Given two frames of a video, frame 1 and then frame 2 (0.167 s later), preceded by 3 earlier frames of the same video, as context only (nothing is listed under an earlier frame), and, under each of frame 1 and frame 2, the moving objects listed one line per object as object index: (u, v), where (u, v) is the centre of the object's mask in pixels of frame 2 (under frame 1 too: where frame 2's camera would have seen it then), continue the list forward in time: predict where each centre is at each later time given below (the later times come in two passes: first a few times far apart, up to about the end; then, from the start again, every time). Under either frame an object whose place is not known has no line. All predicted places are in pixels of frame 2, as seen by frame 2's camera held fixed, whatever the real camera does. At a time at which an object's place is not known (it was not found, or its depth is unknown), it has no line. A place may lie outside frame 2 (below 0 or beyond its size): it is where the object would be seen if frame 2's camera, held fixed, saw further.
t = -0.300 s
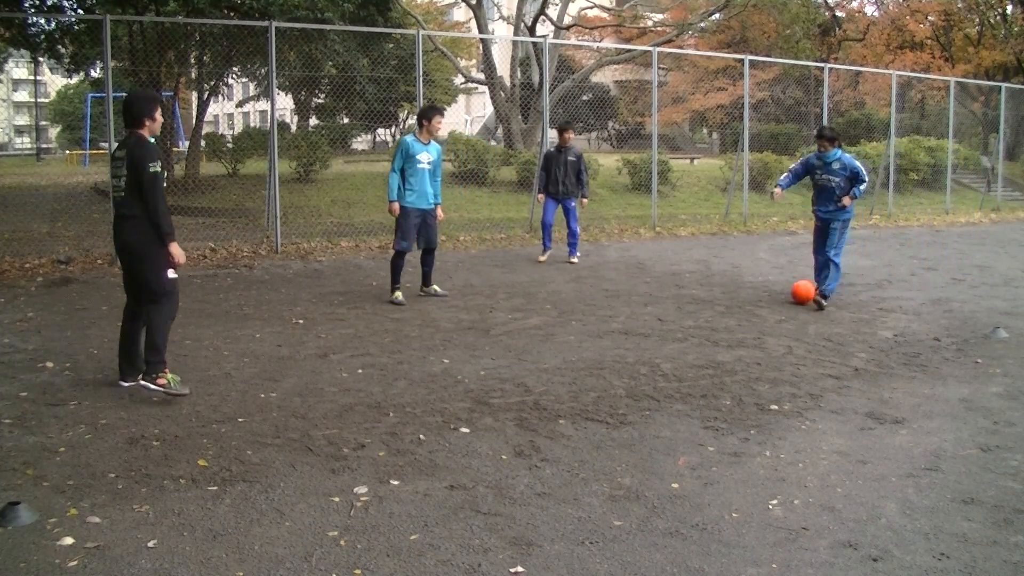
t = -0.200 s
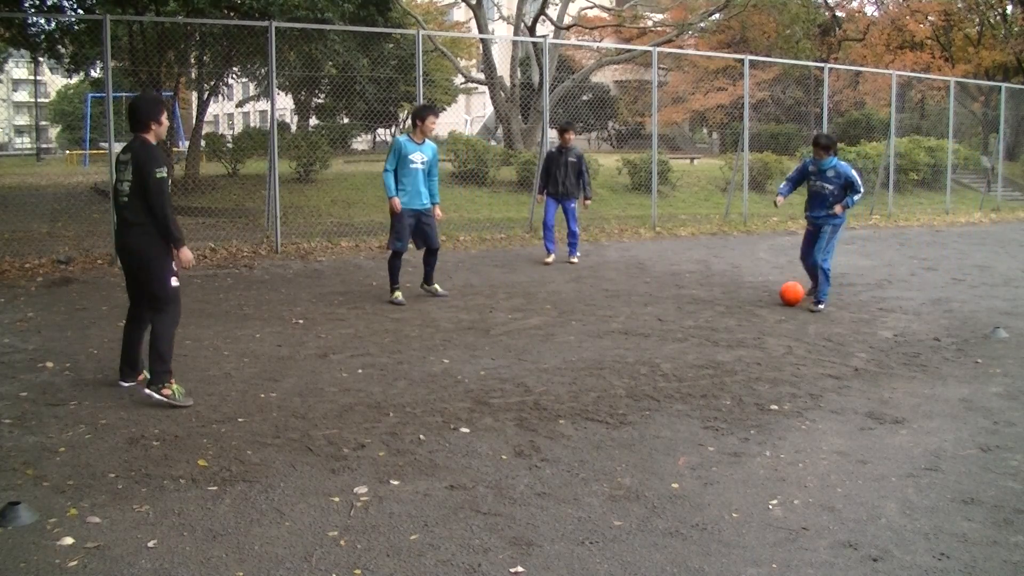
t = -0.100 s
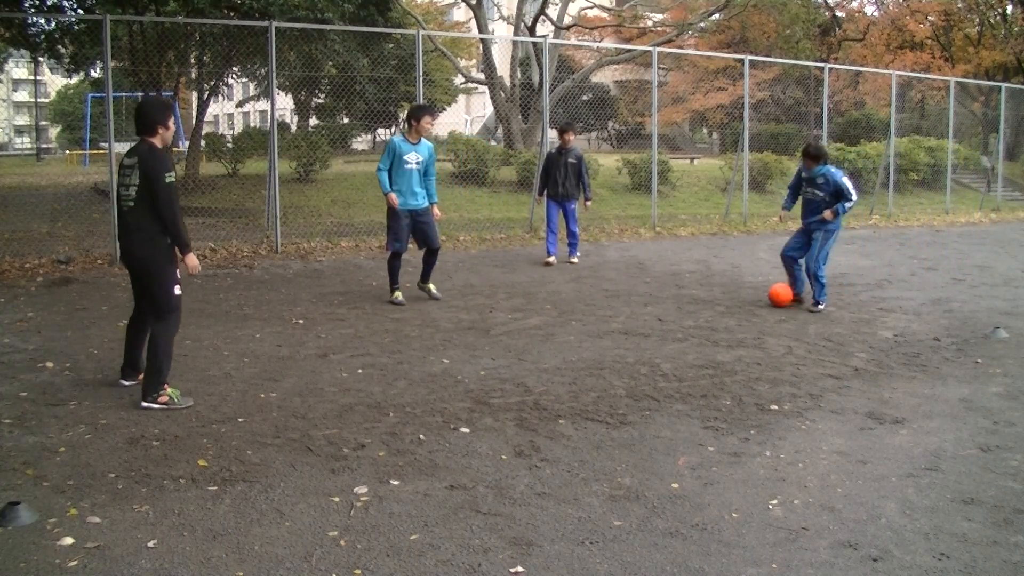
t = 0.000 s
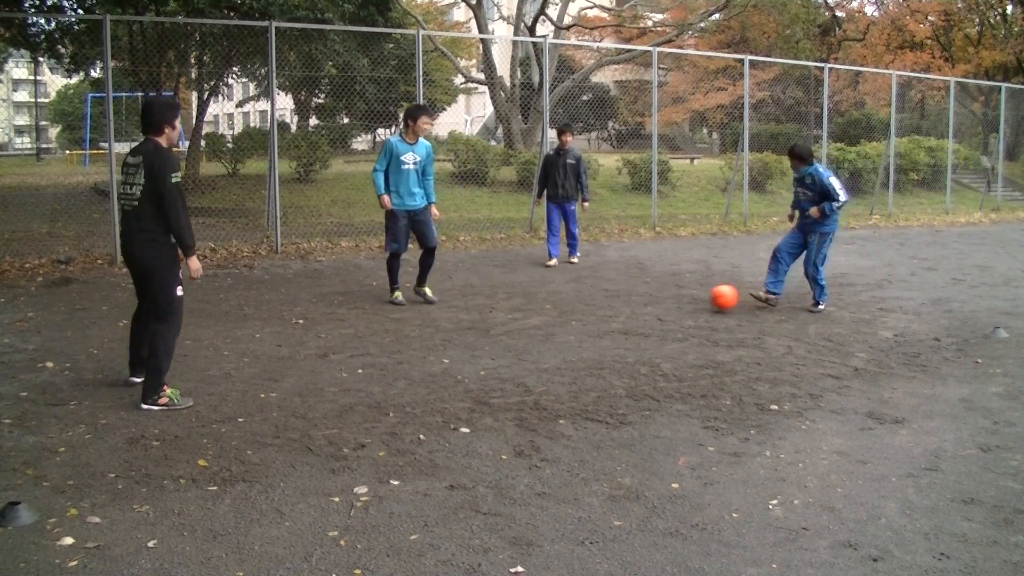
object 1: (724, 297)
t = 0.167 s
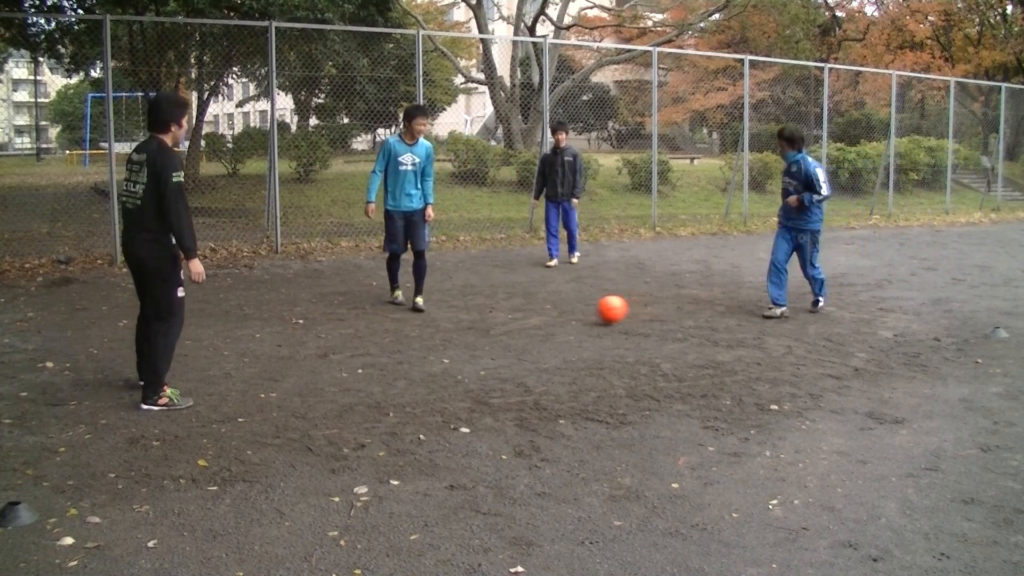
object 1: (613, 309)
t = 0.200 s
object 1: (589, 313)
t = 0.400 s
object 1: (457, 327)
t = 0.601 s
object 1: (331, 338)
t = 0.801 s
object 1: (201, 347)
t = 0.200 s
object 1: (589, 313)
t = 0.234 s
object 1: (566, 316)
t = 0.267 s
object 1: (545, 318)
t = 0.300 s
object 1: (522, 320)
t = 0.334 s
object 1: (500, 323)
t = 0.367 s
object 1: (478, 325)
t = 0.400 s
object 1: (457, 327)
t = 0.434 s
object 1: (436, 328)
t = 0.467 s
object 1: (415, 329)
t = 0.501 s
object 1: (394, 332)
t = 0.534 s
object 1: (372, 334)
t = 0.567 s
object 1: (352, 335)
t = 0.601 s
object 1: (331, 338)
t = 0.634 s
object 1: (309, 340)
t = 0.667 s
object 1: (288, 340)
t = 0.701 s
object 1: (267, 342)
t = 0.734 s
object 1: (246, 345)
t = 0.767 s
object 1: (224, 346)
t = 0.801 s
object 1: (201, 347)
